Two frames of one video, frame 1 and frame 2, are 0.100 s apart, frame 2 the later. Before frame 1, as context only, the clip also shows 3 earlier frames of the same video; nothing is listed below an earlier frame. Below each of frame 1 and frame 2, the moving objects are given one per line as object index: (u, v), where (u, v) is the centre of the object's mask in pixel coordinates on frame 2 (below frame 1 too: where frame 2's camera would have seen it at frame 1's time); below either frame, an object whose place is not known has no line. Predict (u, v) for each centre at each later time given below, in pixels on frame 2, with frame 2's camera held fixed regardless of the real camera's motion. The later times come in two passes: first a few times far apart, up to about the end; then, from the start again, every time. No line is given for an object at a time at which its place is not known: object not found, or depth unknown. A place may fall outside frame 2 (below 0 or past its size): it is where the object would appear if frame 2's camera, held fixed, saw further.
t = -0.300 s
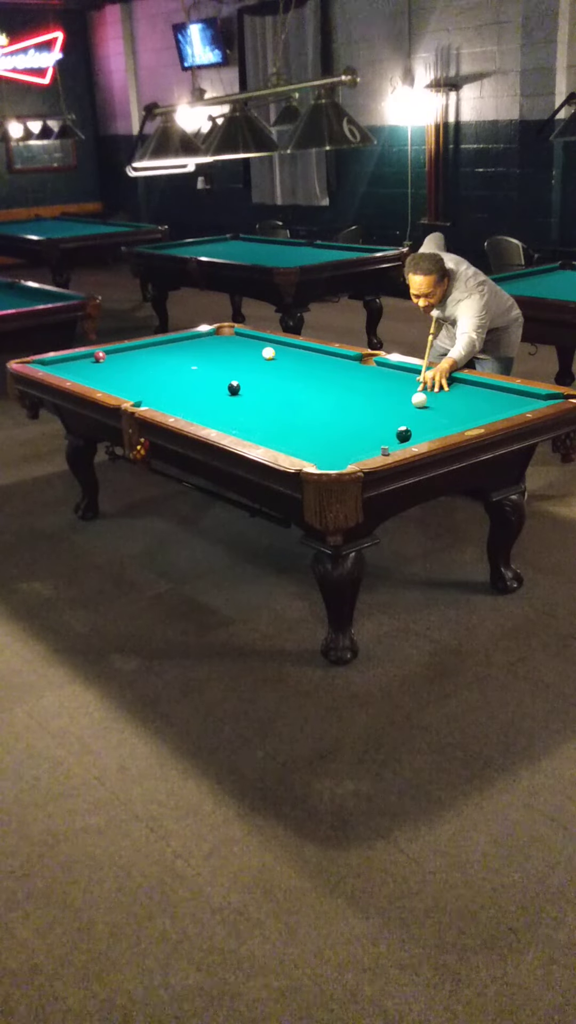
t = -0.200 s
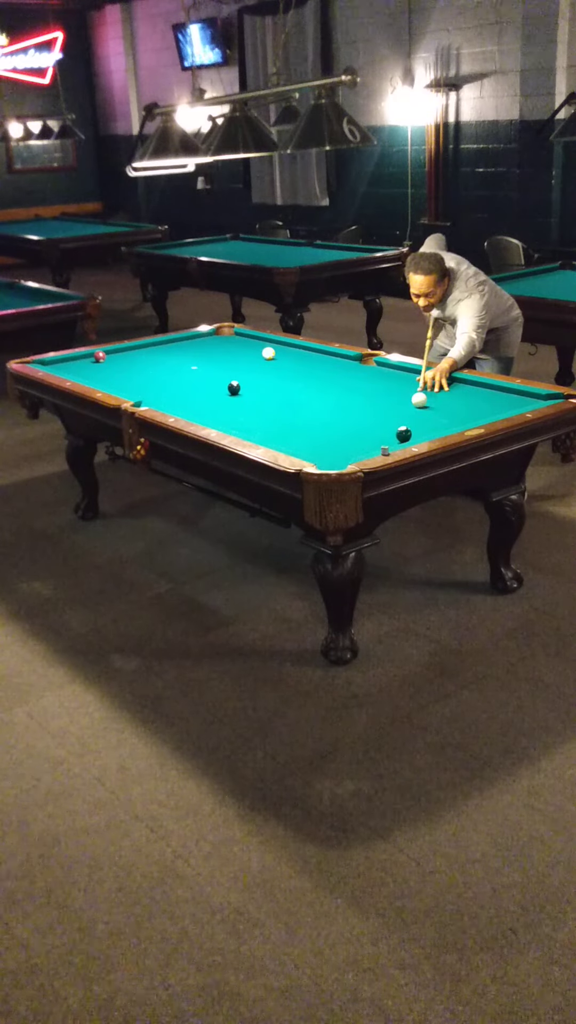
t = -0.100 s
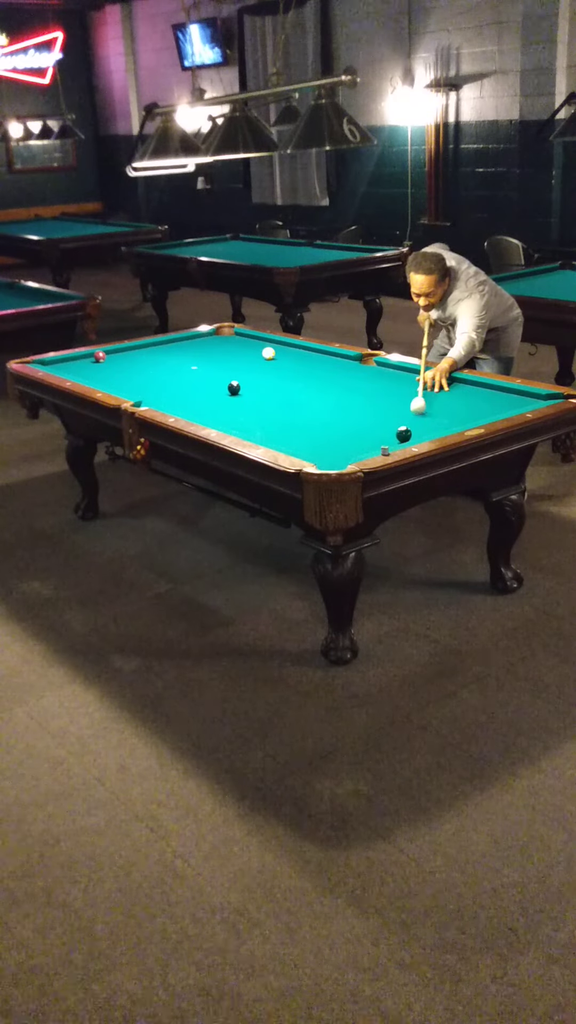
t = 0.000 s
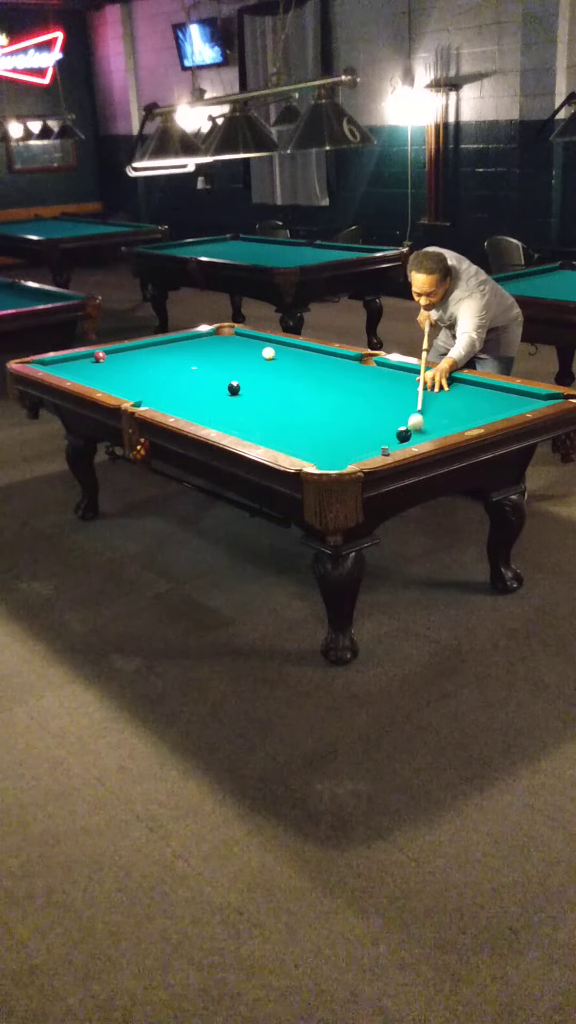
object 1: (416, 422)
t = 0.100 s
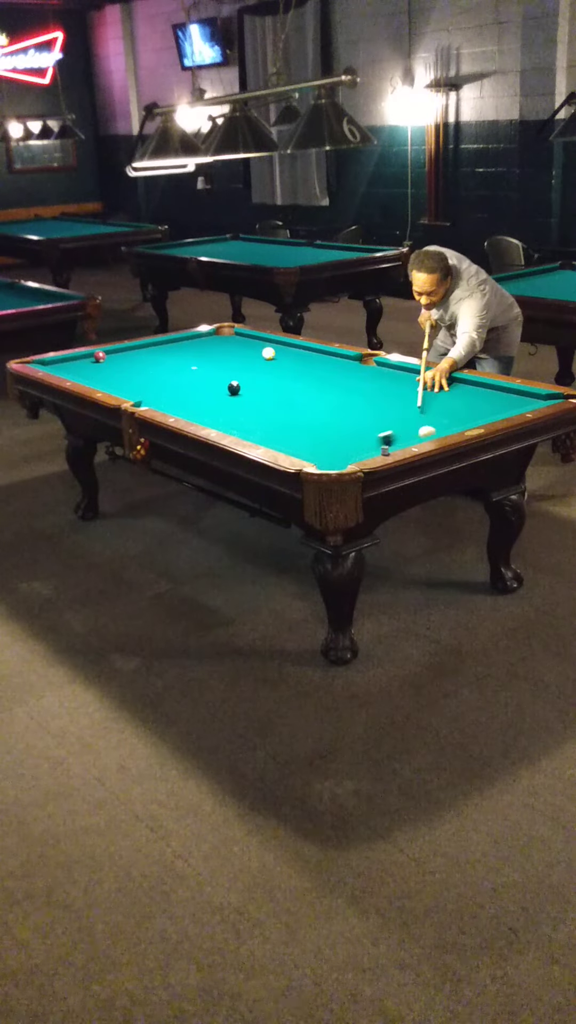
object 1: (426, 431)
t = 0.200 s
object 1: (411, 428)
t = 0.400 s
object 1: (378, 422)
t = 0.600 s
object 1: (349, 416)
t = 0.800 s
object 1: (322, 411)
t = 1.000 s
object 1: (297, 406)
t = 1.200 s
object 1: (274, 401)
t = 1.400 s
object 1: (253, 397)
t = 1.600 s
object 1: (233, 393)
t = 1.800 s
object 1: (214, 389)
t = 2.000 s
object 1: (197, 386)
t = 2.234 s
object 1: (178, 382)
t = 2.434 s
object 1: (164, 379)
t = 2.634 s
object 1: (150, 376)
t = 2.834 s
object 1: (137, 374)
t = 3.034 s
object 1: (125, 371)
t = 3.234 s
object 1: (114, 369)
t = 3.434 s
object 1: (103, 366)
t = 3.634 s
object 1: (94, 365)
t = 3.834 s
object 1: (85, 363)
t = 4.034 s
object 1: (77, 361)
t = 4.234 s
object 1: (70, 359)
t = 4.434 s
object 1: (67, 359)
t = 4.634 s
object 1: (69, 360)
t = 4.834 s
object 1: (72, 361)
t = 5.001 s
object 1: (74, 361)
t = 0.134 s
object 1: (421, 430)
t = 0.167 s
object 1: (416, 430)
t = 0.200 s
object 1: (411, 428)
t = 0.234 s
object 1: (405, 427)
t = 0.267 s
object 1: (399, 426)
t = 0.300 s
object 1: (394, 425)
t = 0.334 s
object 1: (389, 424)
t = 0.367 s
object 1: (384, 423)
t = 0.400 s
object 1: (378, 422)
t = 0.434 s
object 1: (373, 421)
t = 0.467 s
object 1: (368, 420)
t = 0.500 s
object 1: (363, 419)
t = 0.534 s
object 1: (359, 418)
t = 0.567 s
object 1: (354, 417)
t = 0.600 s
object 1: (349, 416)
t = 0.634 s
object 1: (345, 415)
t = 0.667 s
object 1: (340, 414)
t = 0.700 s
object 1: (336, 413)
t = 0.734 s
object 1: (331, 412)
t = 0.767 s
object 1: (326, 411)
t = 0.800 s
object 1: (322, 411)
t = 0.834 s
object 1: (318, 410)
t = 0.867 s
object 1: (314, 409)
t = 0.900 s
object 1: (310, 408)
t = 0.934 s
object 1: (305, 407)
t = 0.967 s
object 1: (301, 406)
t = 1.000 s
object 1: (297, 406)
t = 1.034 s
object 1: (293, 405)
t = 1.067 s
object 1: (290, 404)
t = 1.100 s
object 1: (286, 403)
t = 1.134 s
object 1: (282, 403)
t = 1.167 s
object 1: (278, 402)
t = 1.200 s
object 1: (274, 401)
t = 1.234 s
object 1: (270, 400)
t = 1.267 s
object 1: (267, 400)
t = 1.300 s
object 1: (264, 399)
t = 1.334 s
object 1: (260, 398)
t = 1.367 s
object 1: (256, 398)
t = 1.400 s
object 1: (253, 397)
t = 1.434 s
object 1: (249, 396)
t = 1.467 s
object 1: (246, 396)
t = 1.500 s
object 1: (243, 395)
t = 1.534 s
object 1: (239, 394)
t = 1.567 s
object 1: (236, 394)
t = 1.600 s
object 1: (233, 393)
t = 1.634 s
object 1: (230, 392)
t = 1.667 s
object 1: (226, 392)
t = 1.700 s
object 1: (223, 391)
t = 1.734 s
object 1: (220, 390)
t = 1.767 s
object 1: (217, 390)
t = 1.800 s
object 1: (214, 389)
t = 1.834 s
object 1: (211, 388)
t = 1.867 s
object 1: (208, 388)
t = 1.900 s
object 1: (205, 387)
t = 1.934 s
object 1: (203, 387)
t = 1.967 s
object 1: (200, 386)
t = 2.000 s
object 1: (197, 386)
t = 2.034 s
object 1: (194, 385)
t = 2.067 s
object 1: (191, 384)
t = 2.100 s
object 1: (189, 384)
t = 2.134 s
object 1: (186, 383)
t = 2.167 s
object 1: (184, 383)
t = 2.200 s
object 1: (181, 383)
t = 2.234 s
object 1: (178, 382)
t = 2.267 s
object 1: (176, 381)
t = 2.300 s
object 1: (174, 381)
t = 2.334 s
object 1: (171, 380)
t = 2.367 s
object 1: (169, 380)
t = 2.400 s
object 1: (166, 379)
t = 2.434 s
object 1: (164, 379)
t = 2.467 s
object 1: (161, 378)
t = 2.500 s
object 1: (159, 378)
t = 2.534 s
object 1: (157, 377)
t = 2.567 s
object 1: (155, 377)
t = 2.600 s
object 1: (152, 377)
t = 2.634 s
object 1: (150, 376)
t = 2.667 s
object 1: (148, 376)
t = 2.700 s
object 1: (146, 375)
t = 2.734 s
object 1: (143, 375)
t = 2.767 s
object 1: (141, 374)
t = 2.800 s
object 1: (139, 374)
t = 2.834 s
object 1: (137, 374)
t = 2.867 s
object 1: (135, 373)
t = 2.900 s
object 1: (133, 373)
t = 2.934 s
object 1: (131, 372)
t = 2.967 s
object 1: (129, 372)
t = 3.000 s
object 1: (127, 371)
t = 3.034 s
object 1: (125, 371)
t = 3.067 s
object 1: (123, 371)
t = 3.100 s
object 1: (121, 370)
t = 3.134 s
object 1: (119, 370)
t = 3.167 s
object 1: (117, 370)
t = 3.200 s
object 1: (115, 369)
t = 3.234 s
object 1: (114, 369)
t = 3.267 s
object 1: (112, 368)
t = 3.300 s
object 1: (110, 368)
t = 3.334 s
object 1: (109, 368)
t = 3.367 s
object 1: (107, 367)
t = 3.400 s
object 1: (105, 367)
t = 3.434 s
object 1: (103, 366)
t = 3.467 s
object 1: (102, 366)
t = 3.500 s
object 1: (100, 366)
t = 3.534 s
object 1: (99, 365)
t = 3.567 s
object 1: (97, 365)
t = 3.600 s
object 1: (95, 365)
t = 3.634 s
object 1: (94, 365)
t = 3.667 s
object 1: (92, 364)
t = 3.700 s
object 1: (91, 364)
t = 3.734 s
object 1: (89, 364)
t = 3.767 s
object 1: (88, 363)
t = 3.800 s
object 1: (87, 363)
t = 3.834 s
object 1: (85, 363)
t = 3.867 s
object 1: (84, 363)
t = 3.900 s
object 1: (83, 362)
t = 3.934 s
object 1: (81, 362)
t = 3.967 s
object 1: (80, 362)
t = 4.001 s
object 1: (78, 361)
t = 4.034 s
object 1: (77, 361)
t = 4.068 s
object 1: (76, 361)
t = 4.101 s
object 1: (75, 360)
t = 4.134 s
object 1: (74, 360)
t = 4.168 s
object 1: (72, 360)
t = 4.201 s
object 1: (71, 360)
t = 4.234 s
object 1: (70, 359)
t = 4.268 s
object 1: (69, 359)
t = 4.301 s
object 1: (68, 359)
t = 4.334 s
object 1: (66, 359)
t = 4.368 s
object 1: (66, 359)
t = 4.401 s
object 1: (67, 359)
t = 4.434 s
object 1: (67, 359)
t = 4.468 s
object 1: (68, 359)
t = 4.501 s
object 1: (68, 359)
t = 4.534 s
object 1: (68, 360)
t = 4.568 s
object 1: (69, 360)
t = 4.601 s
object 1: (69, 360)
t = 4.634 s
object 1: (69, 360)
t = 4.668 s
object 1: (70, 360)
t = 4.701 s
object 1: (70, 360)
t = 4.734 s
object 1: (71, 360)
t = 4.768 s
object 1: (71, 361)
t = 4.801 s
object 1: (72, 361)
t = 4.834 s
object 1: (72, 361)
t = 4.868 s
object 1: (72, 361)
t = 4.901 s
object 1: (73, 361)
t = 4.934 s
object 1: (73, 361)
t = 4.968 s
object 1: (73, 361)
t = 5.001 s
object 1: (74, 361)
